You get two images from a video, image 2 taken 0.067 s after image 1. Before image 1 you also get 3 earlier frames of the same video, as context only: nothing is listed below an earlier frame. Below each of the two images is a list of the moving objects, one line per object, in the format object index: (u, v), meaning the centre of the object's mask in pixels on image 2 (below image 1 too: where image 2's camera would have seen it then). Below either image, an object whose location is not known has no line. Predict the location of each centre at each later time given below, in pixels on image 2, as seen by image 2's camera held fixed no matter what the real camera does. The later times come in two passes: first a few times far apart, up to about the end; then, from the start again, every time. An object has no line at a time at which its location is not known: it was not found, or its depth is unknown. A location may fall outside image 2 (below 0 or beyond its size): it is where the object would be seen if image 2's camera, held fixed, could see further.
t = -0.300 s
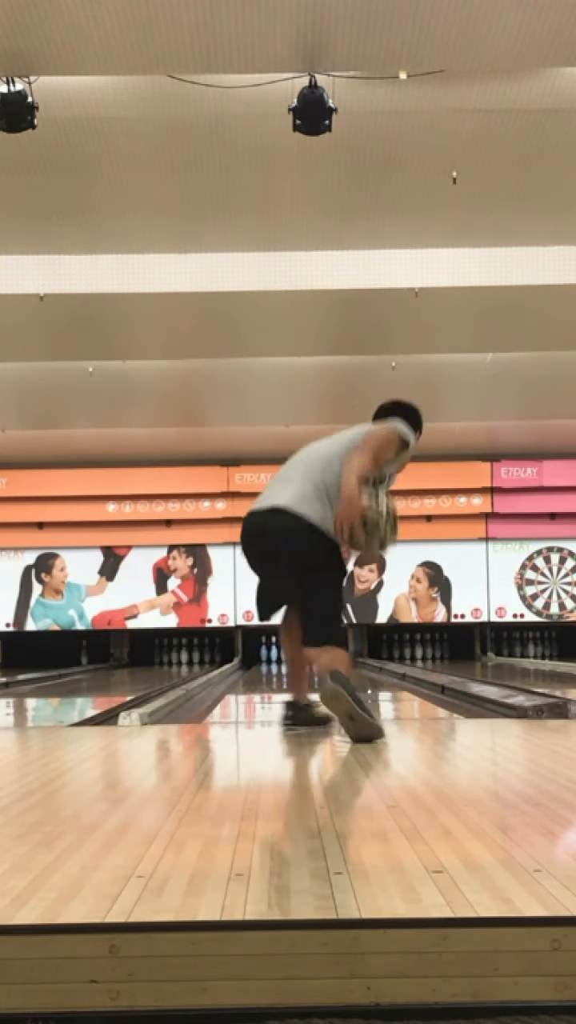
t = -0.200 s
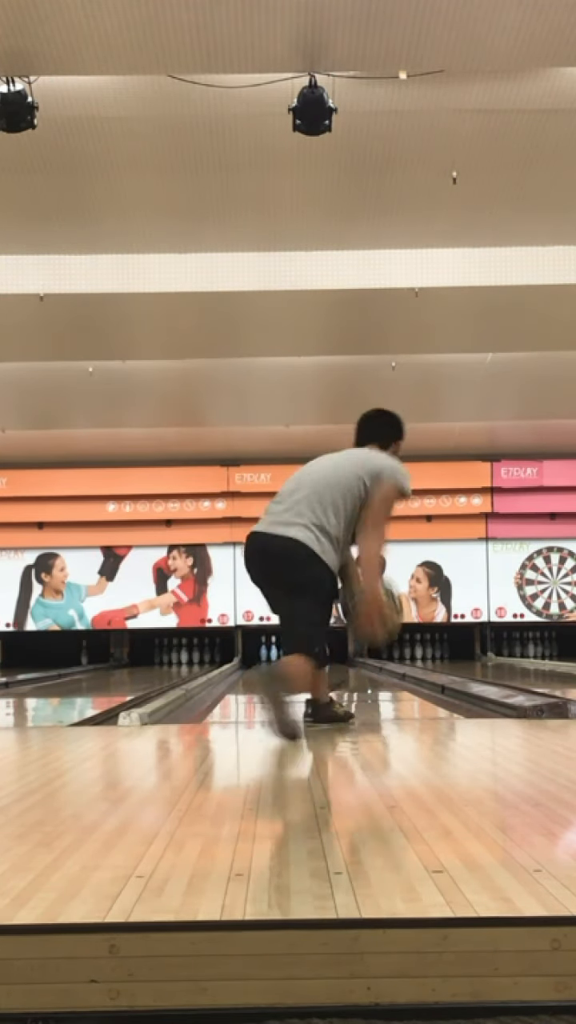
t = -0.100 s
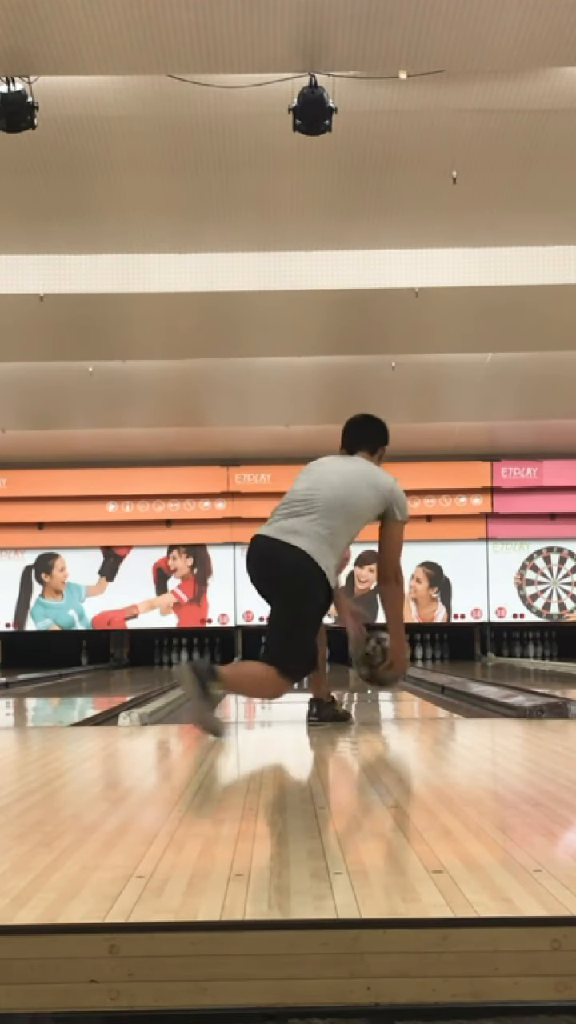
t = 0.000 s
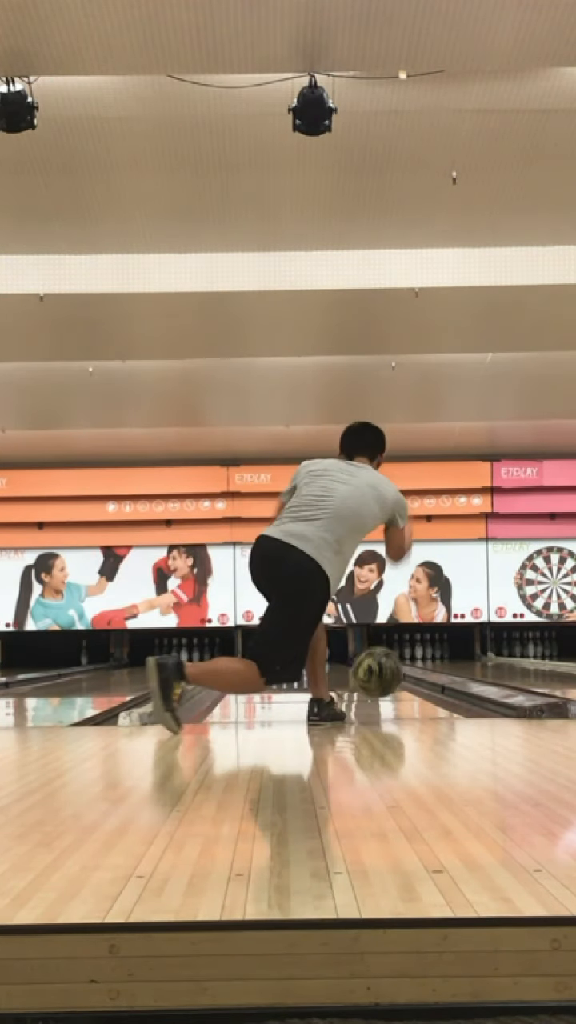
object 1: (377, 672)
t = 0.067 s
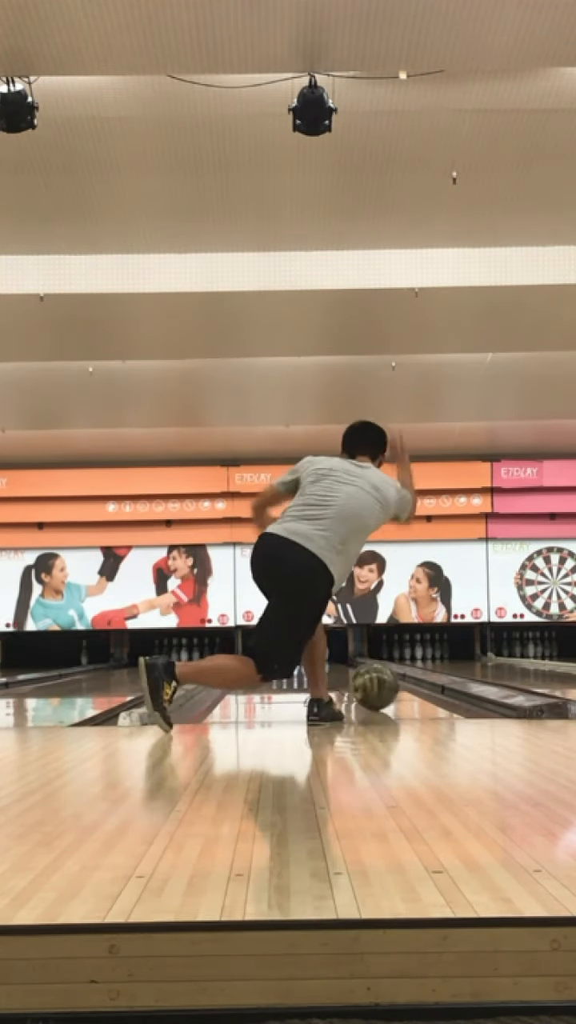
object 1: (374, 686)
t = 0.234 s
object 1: (367, 680)
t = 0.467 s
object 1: (360, 672)
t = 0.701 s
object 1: (353, 668)
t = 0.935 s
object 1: (346, 665)
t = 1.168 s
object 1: (341, 663)
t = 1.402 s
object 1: (338, 661)
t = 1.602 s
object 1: (334, 659)
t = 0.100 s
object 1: (372, 685)
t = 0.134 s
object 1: (372, 684)
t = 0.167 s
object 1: (370, 682)
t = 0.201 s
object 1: (369, 681)
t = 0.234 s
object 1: (367, 680)
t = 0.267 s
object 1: (366, 679)
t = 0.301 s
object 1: (365, 678)
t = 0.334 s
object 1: (364, 676)
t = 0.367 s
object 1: (363, 675)
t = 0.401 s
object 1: (361, 674)
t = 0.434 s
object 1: (360, 674)
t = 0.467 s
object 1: (360, 672)
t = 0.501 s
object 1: (359, 672)
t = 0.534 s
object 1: (358, 671)
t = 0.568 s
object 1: (357, 670)
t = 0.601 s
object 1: (355, 670)
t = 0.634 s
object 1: (355, 669)
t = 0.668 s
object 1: (353, 669)
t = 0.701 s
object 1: (353, 668)
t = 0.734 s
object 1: (352, 668)
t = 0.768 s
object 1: (350, 668)
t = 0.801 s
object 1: (350, 667)
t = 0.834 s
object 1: (349, 667)
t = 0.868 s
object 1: (348, 667)
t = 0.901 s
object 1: (347, 666)
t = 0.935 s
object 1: (346, 665)
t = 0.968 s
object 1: (346, 665)
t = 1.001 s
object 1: (345, 664)
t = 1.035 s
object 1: (344, 664)
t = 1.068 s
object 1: (343, 664)
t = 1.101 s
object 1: (342, 664)
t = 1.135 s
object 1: (342, 663)
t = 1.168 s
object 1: (341, 663)
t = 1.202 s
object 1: (341, 663)
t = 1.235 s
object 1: (340, 662)
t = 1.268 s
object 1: (340, 661)
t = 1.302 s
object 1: (339, 661)
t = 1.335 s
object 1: (338, 661)
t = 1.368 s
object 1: (338, 662)
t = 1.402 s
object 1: (338, 661)
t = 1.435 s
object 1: (337, 661)
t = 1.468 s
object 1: (337, 660)
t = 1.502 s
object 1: (336, 660)
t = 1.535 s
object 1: (335, 660)
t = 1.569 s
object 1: (335, 659)
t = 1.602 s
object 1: (334, 659)
